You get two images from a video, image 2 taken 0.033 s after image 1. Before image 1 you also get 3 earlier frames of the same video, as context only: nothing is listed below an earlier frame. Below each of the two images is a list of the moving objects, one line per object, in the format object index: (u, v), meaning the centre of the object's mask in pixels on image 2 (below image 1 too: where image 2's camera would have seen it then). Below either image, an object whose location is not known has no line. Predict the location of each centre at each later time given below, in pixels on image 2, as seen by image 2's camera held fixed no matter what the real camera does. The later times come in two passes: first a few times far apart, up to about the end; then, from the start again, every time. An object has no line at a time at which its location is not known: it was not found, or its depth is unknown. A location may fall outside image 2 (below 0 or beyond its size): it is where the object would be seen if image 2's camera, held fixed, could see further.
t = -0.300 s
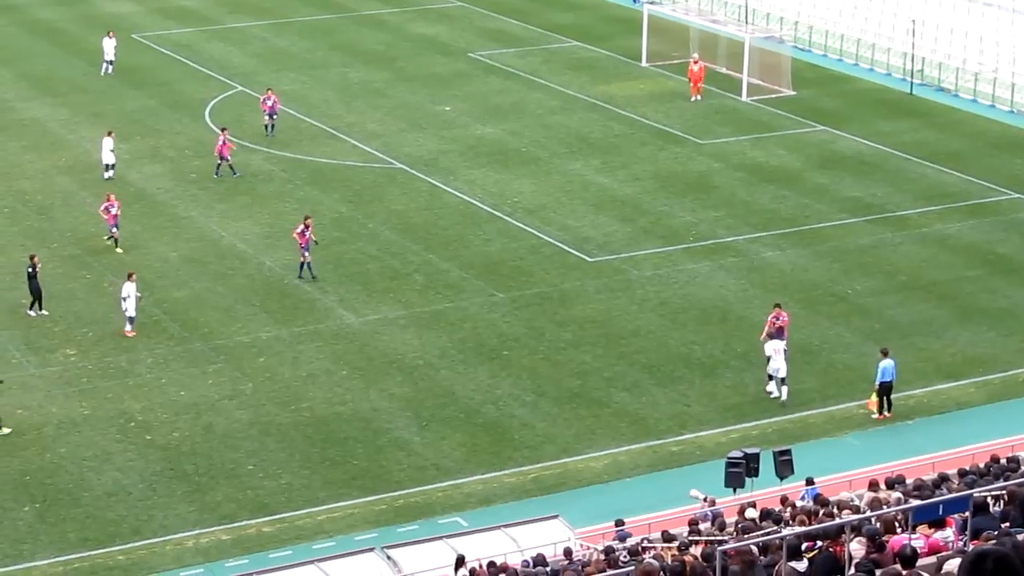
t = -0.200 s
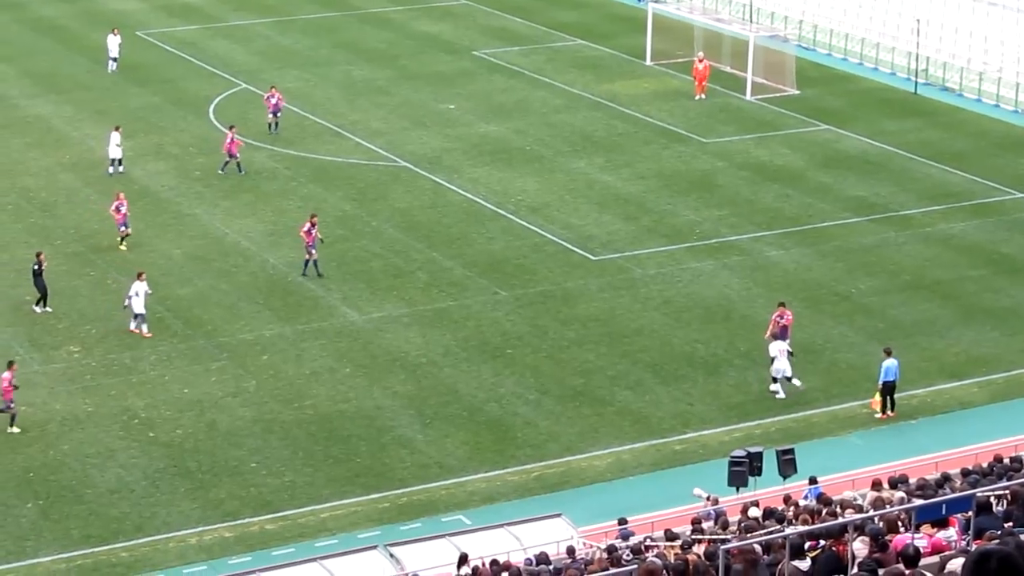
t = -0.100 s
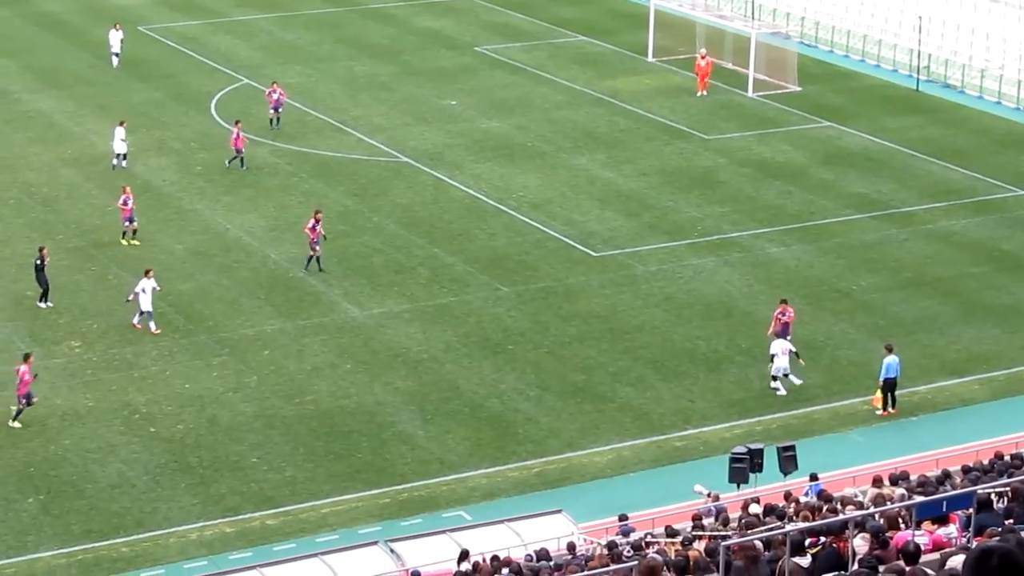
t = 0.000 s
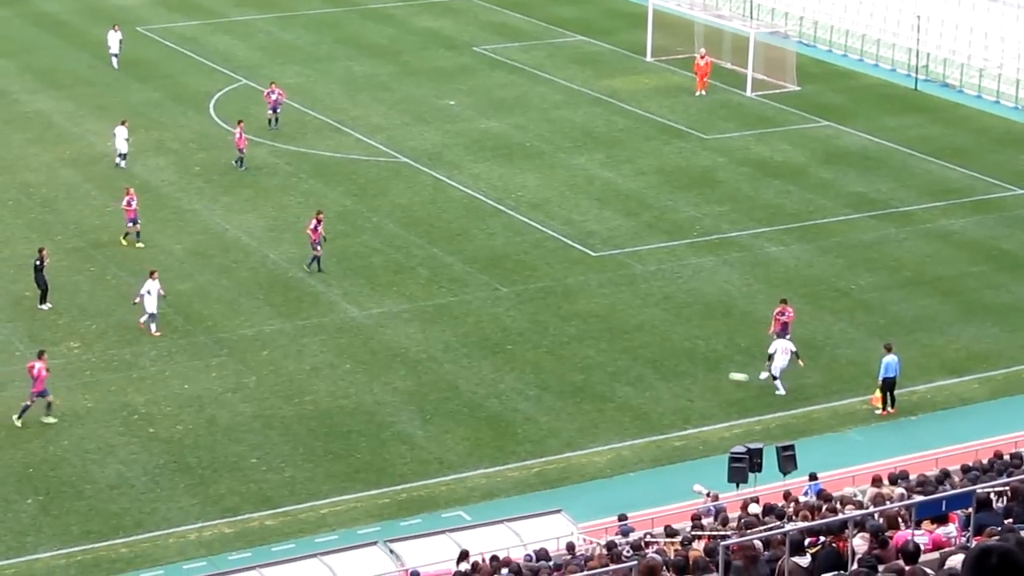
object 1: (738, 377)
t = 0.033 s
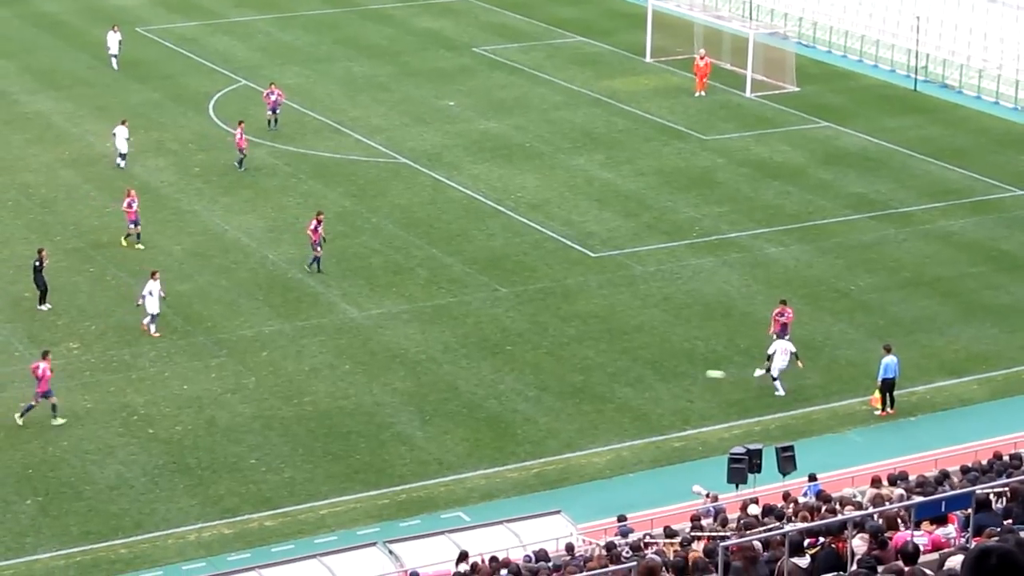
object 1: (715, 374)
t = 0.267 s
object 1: (560, 363)
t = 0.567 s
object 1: (395, 353)
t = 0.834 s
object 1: (277, 348)
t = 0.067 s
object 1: (693, 370)
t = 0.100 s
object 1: (670, 368)
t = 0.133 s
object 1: (647, 366)
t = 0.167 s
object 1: (625, 364)
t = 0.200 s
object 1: (603, 363)
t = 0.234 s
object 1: (581, 363)
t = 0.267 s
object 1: (560, 363)
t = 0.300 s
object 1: (538, 364)
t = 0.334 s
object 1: (518, 365)
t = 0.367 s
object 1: (499, 364)
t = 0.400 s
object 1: (481, 361)
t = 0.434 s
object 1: (463, 358)
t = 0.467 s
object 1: (446, 356)
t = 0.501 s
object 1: (429, 355)
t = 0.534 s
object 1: (412, 353)
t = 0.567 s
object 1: (395, 353)
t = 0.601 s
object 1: (378, 353)
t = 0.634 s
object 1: (361, 354)
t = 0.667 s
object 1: (345, 356)
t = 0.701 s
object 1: (330, 354)
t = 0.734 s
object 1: (316, 352)
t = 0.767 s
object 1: (304, 350)
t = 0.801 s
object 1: (290, 349)
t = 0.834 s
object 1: (277, 348)
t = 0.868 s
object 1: (264, 349)
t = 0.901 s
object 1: (251, 349)
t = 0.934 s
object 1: (239, 350)
